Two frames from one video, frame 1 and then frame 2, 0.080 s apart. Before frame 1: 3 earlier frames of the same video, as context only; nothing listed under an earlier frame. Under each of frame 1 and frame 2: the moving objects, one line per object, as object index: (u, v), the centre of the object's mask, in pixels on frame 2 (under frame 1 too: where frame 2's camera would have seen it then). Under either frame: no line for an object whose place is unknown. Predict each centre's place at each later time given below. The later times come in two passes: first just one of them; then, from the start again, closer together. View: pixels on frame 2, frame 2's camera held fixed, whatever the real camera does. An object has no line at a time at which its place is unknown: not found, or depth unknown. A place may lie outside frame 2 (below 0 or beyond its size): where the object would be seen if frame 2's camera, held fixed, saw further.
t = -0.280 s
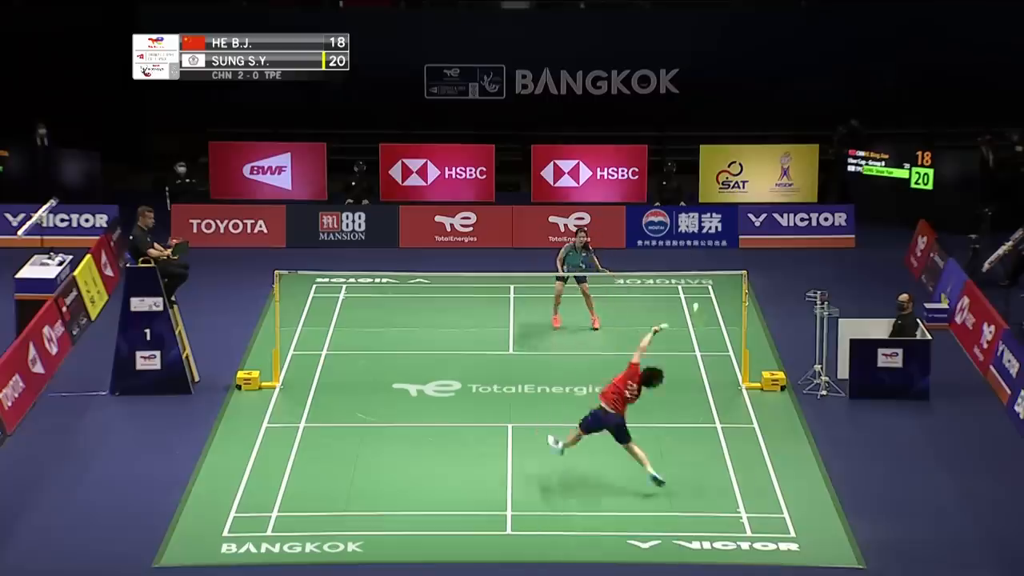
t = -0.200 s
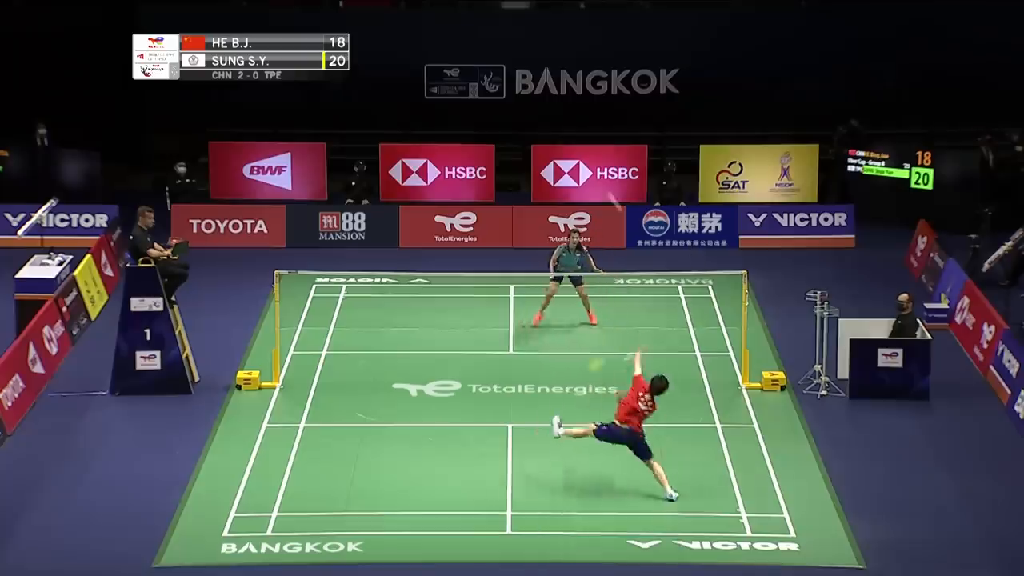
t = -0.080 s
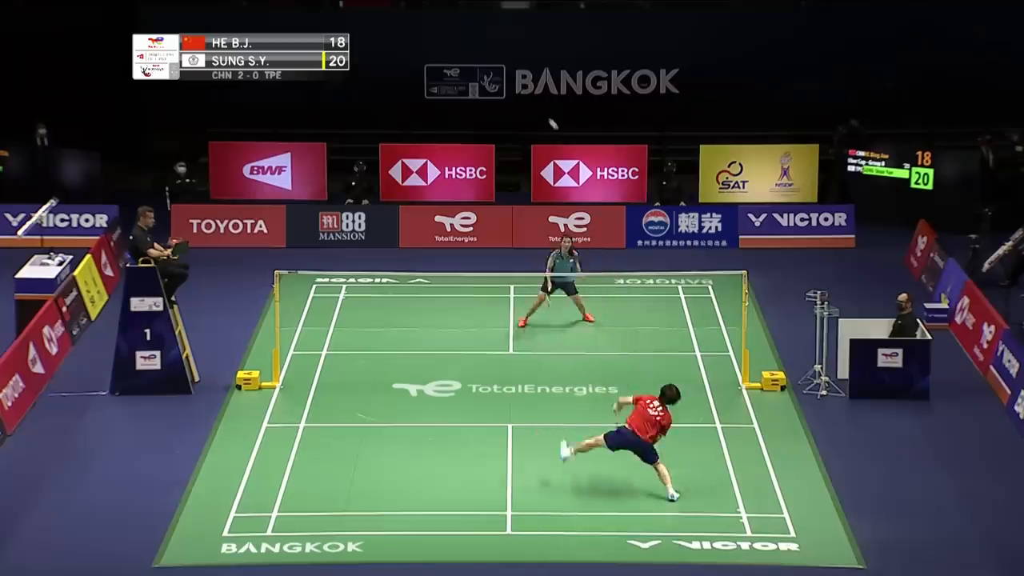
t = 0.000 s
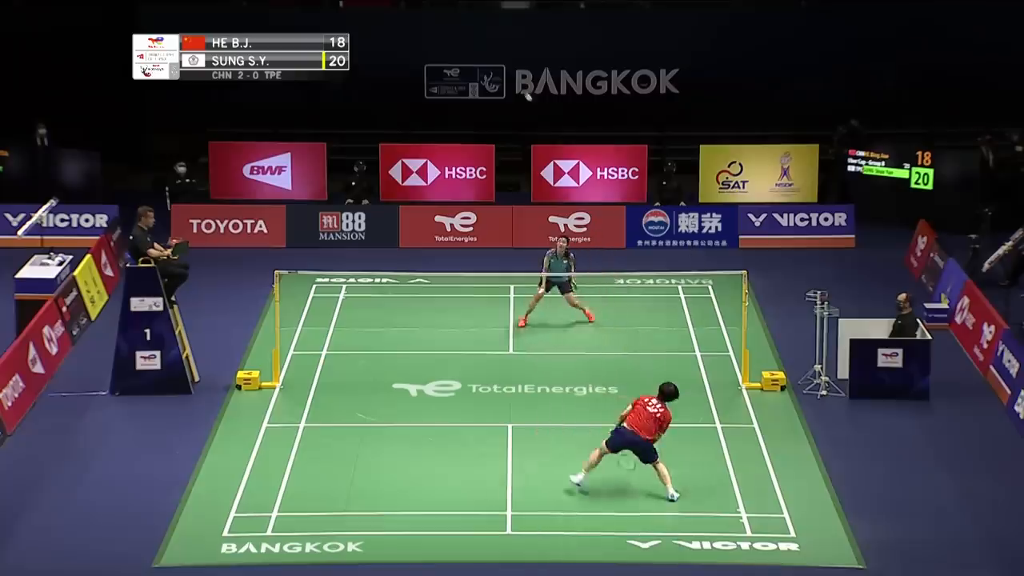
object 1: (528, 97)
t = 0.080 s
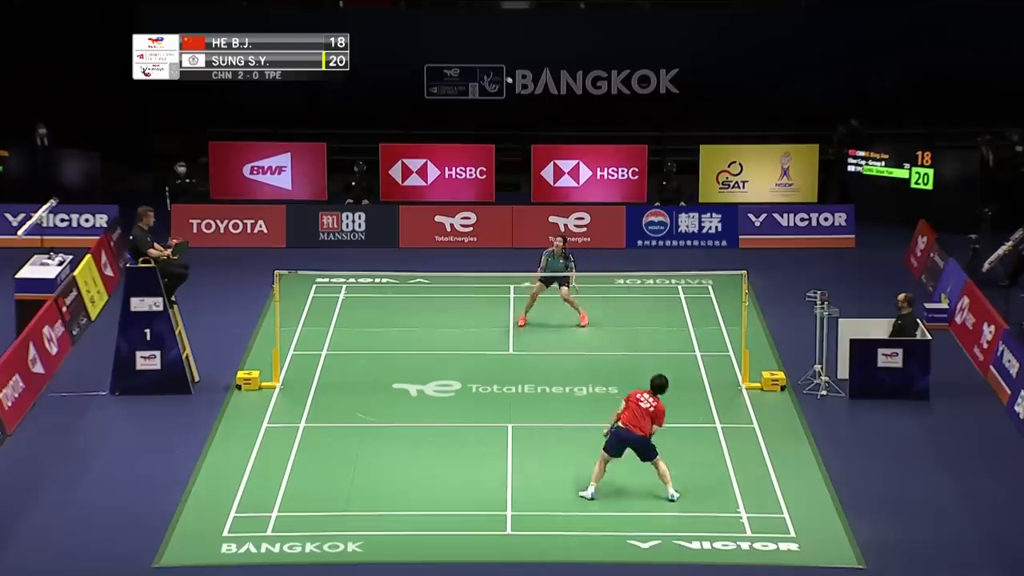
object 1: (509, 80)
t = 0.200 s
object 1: (488, 67)
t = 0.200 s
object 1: (488, 67)
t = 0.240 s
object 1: (482, 66)
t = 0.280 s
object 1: (476, 65)
